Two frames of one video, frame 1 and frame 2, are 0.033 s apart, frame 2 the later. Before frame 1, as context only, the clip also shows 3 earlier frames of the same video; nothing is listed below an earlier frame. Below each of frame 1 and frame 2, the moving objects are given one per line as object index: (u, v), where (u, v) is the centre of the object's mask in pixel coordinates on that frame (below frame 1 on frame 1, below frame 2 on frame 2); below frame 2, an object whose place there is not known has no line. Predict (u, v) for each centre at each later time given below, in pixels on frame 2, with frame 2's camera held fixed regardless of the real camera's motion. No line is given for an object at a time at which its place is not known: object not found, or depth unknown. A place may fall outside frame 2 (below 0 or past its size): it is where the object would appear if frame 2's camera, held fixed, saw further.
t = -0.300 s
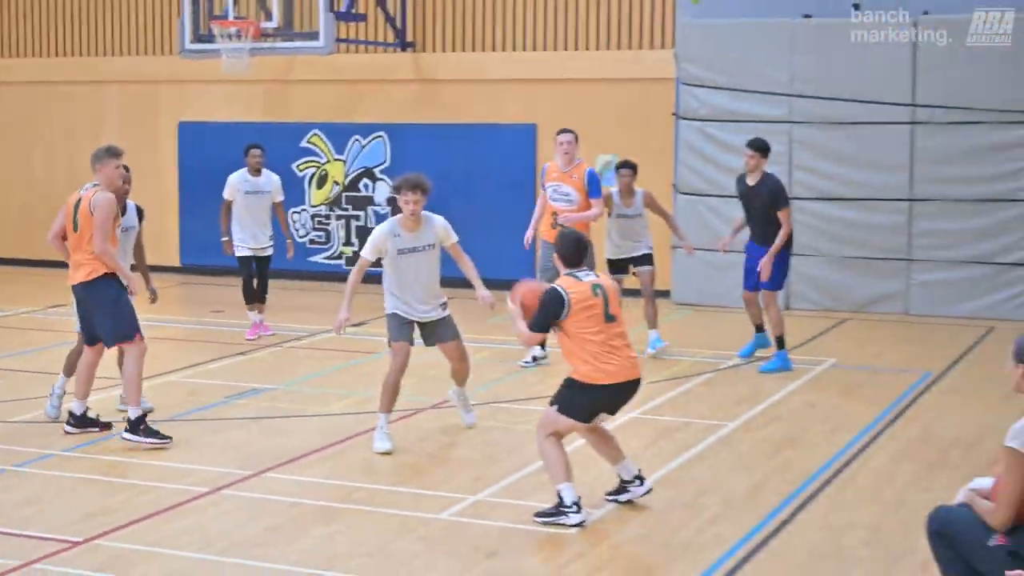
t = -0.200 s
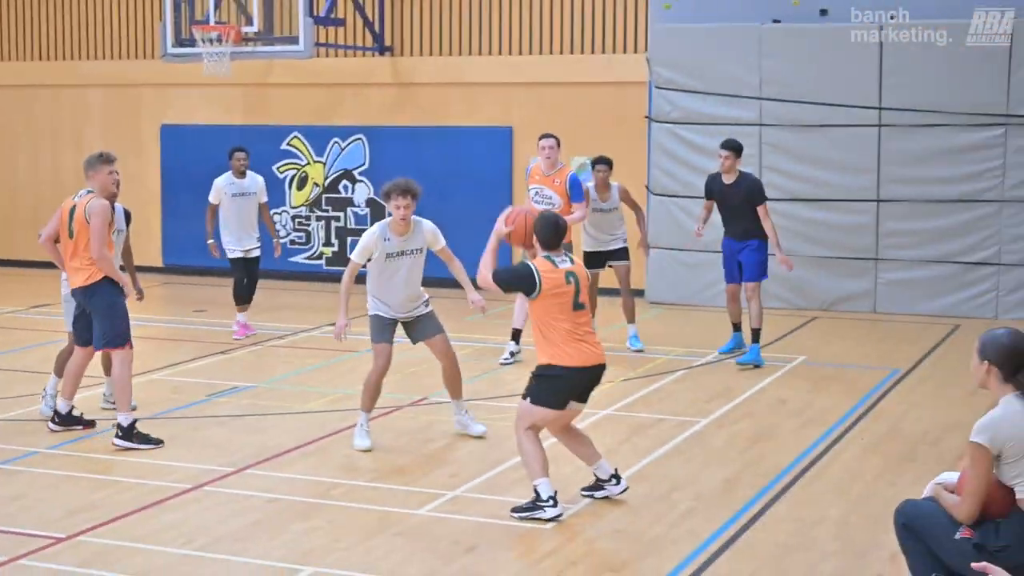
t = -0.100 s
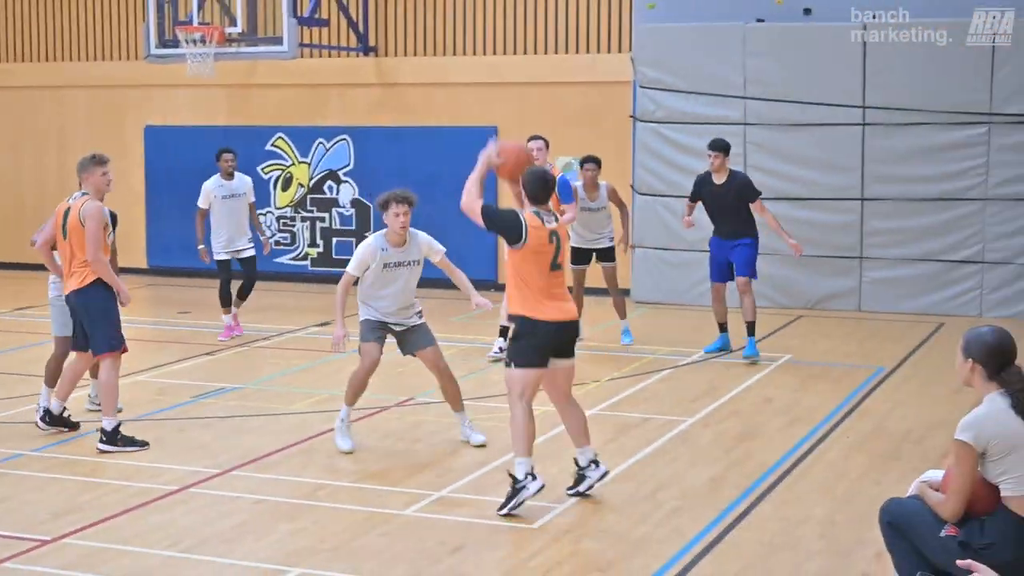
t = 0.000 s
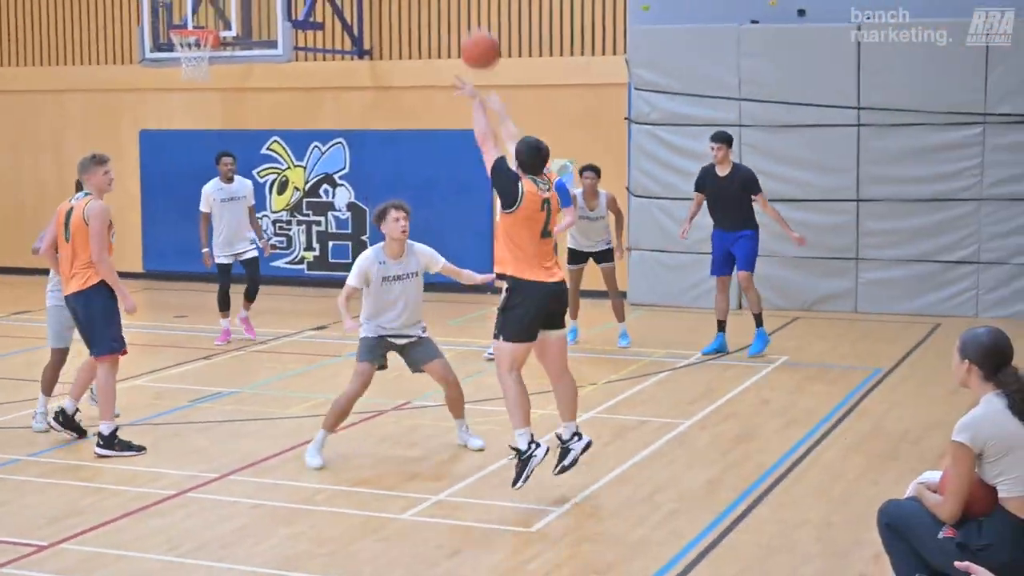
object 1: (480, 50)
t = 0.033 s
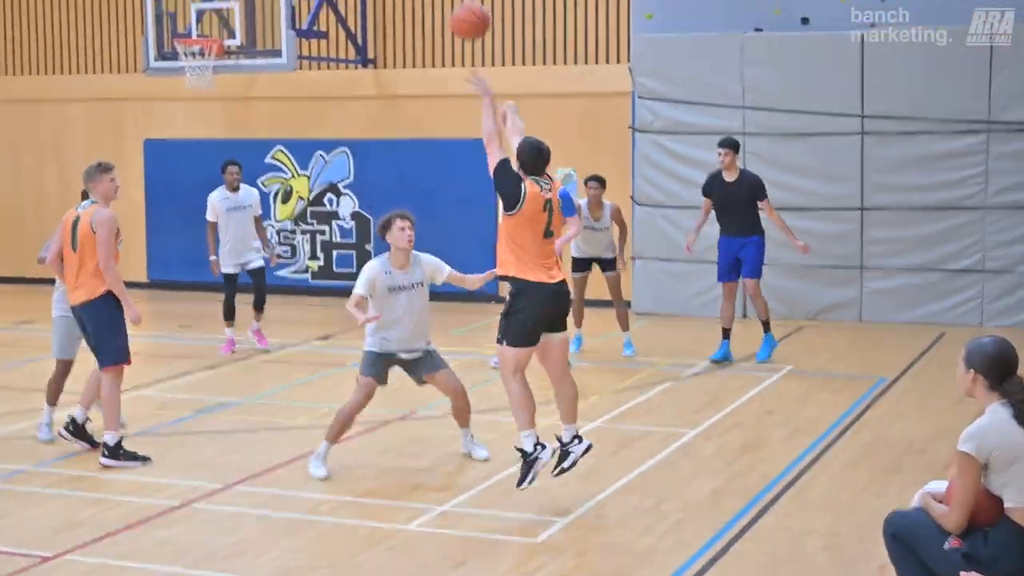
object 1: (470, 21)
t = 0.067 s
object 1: (455, -10)
